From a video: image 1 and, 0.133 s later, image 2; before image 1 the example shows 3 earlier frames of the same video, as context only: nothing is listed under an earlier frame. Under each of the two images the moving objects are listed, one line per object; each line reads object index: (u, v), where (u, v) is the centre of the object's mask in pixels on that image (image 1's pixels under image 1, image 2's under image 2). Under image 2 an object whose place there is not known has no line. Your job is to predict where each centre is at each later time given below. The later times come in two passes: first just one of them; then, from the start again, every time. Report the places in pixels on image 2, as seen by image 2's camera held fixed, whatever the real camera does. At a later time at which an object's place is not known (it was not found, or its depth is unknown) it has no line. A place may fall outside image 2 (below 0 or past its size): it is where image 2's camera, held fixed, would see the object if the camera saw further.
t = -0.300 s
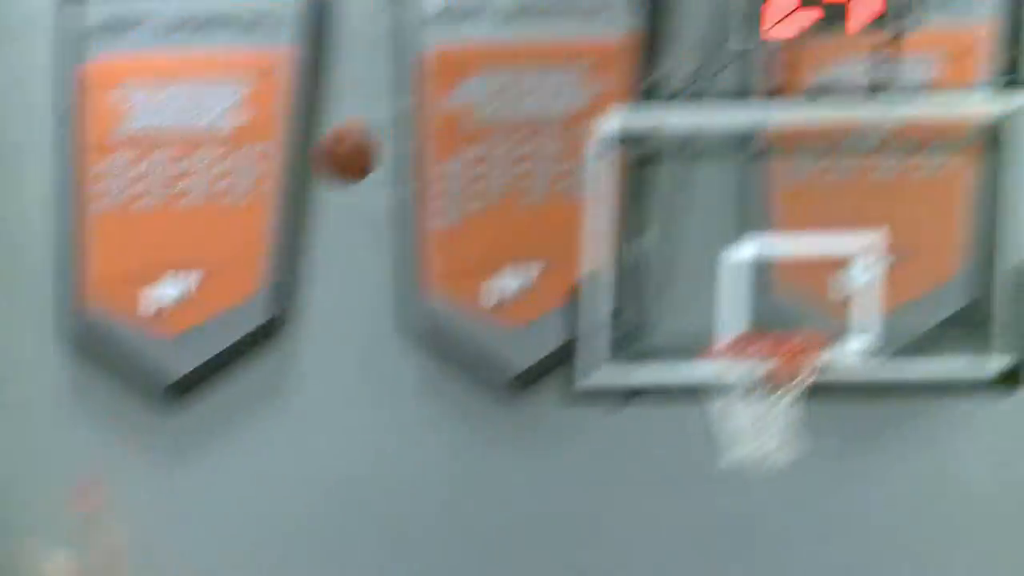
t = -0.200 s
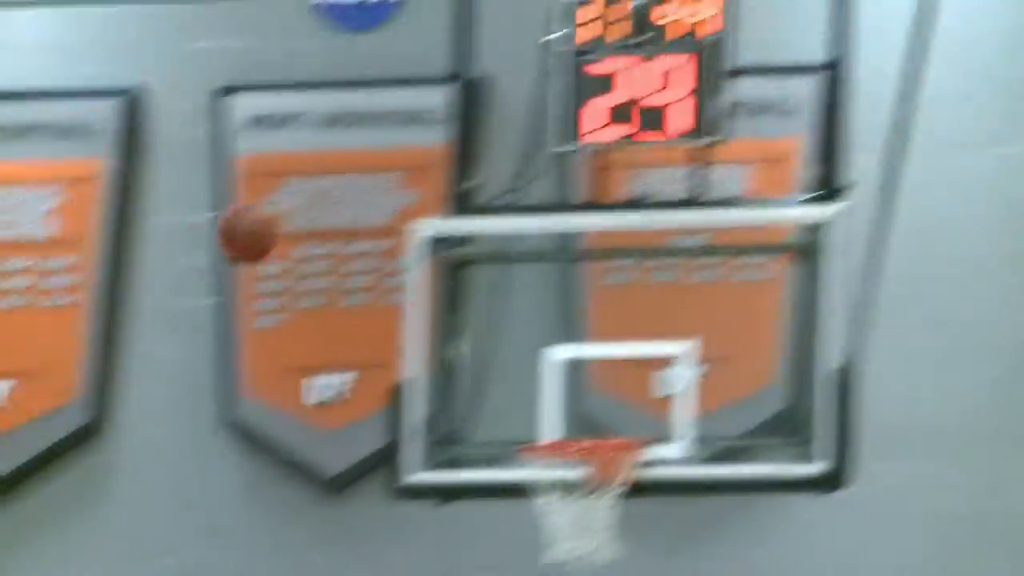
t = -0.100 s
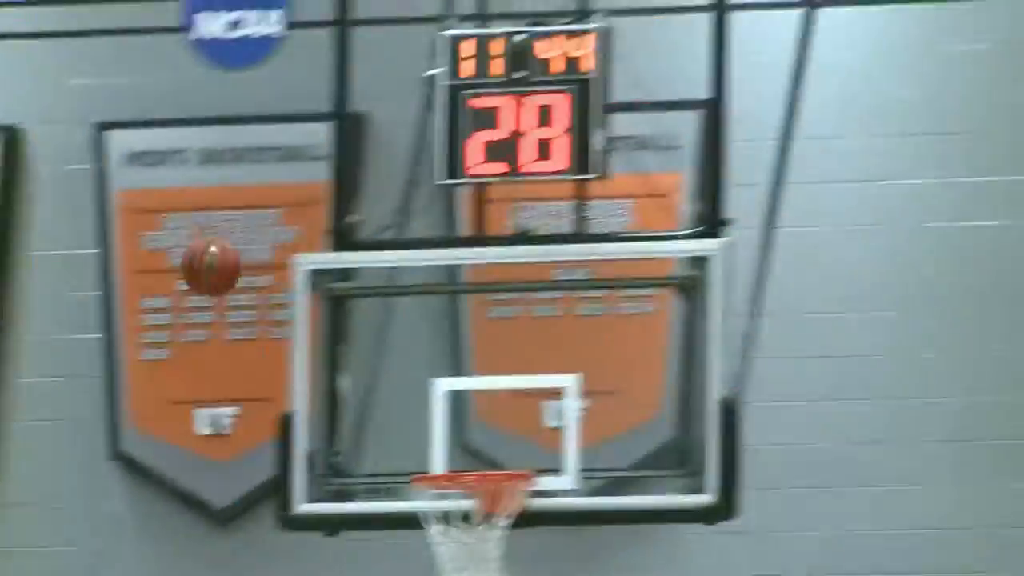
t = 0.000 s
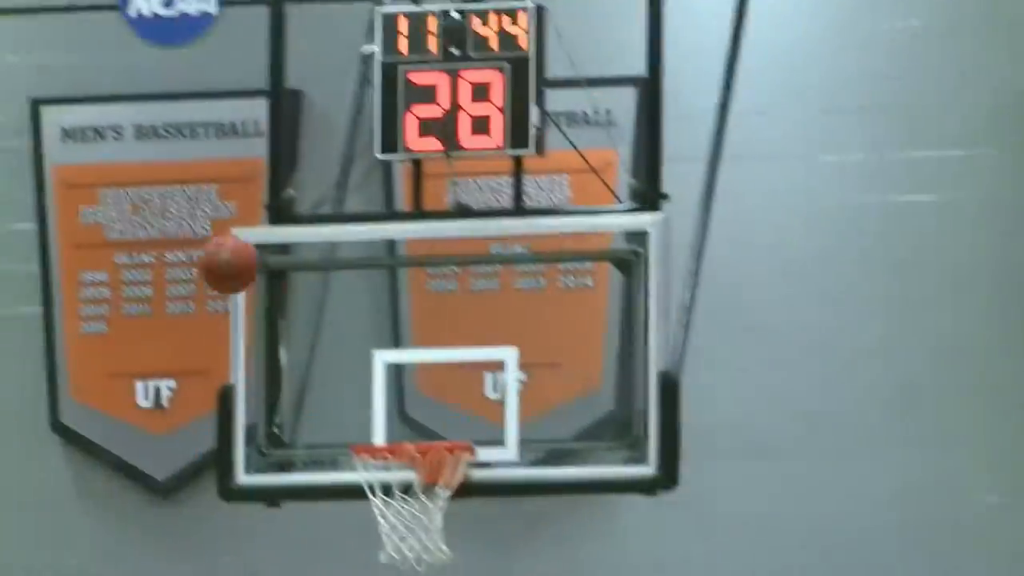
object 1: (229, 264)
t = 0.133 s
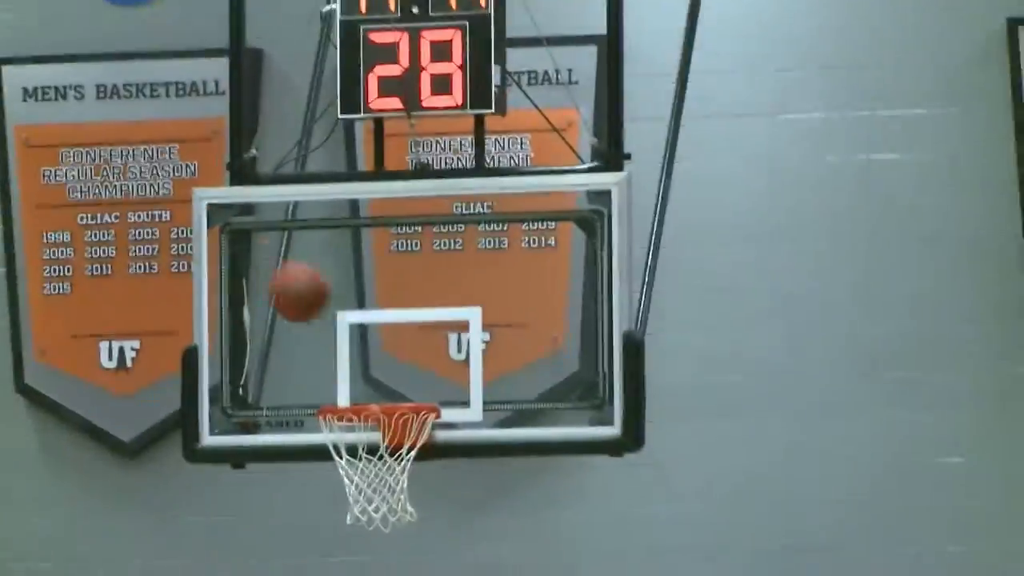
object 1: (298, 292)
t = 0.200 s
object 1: (354, 345)
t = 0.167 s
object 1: (325, 315)
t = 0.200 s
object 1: (354, 345)
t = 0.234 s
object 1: (380, 374)
